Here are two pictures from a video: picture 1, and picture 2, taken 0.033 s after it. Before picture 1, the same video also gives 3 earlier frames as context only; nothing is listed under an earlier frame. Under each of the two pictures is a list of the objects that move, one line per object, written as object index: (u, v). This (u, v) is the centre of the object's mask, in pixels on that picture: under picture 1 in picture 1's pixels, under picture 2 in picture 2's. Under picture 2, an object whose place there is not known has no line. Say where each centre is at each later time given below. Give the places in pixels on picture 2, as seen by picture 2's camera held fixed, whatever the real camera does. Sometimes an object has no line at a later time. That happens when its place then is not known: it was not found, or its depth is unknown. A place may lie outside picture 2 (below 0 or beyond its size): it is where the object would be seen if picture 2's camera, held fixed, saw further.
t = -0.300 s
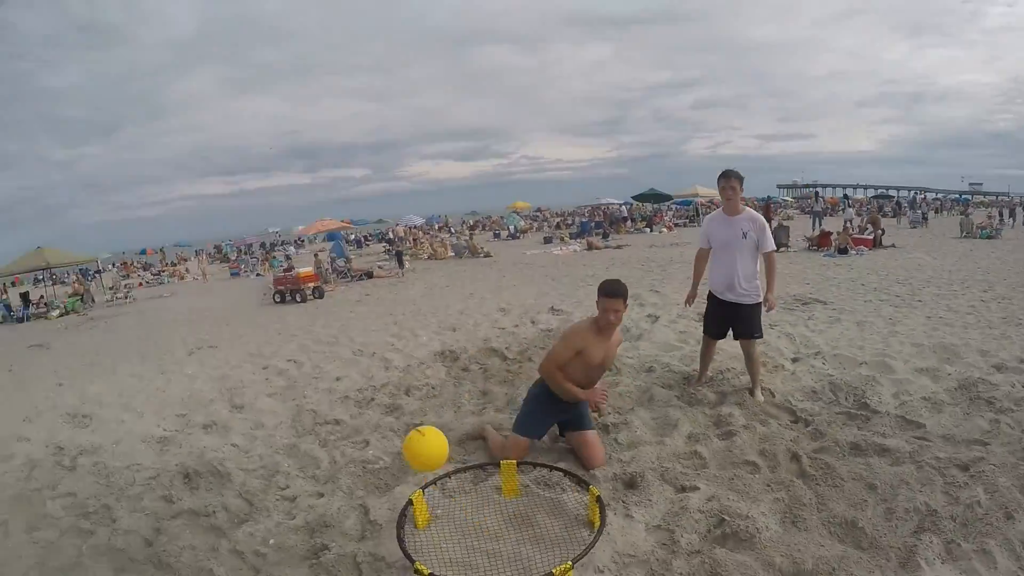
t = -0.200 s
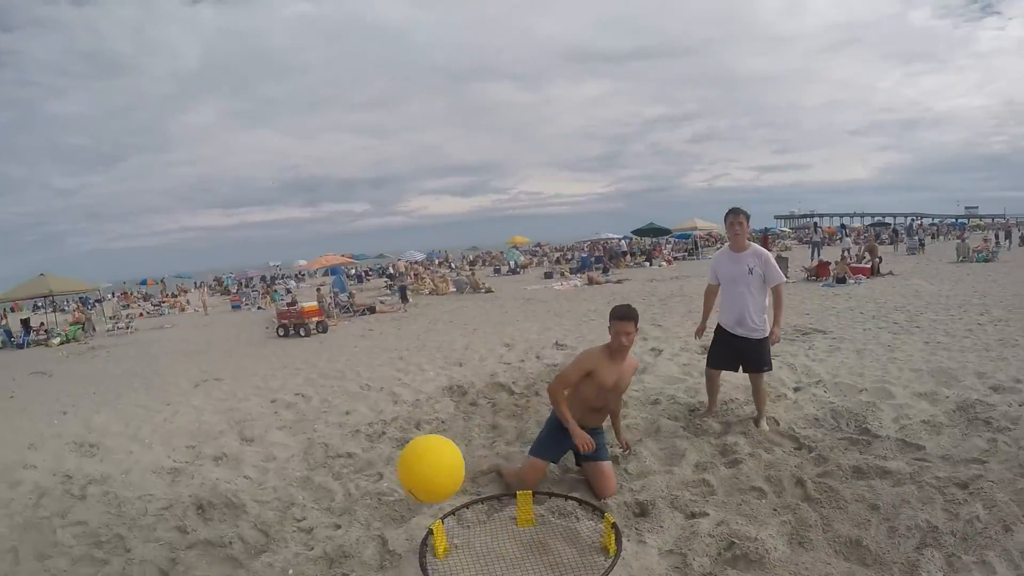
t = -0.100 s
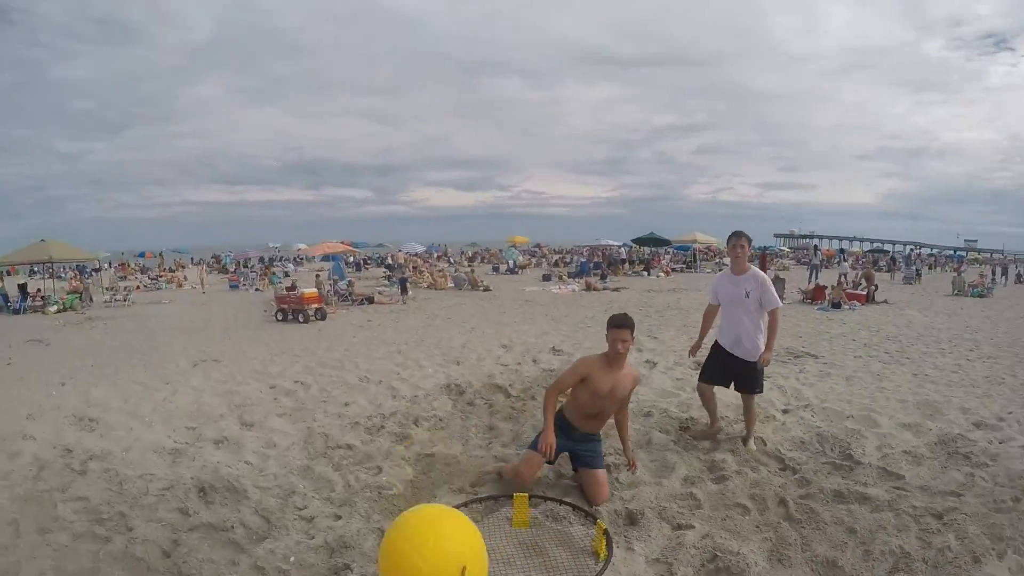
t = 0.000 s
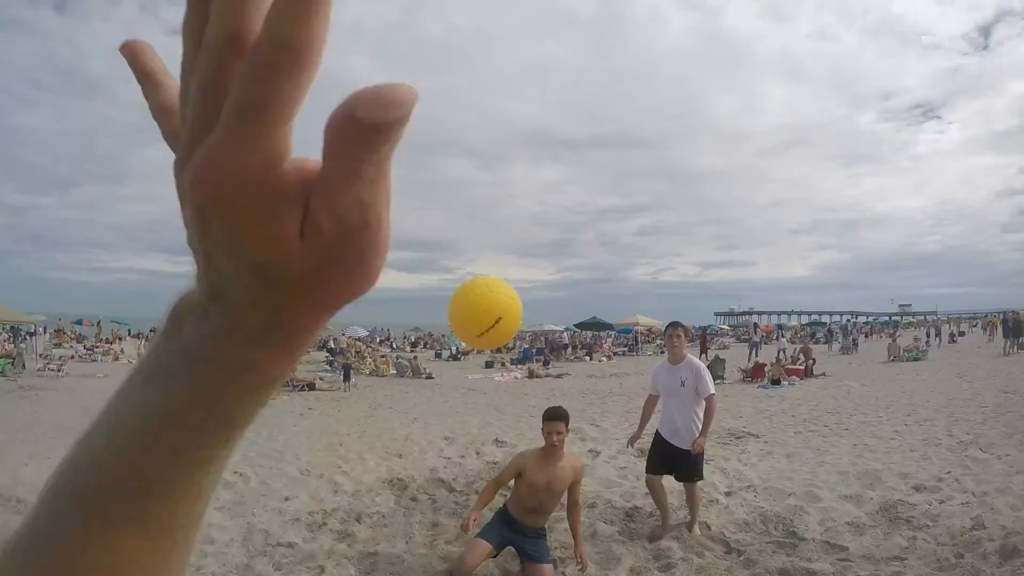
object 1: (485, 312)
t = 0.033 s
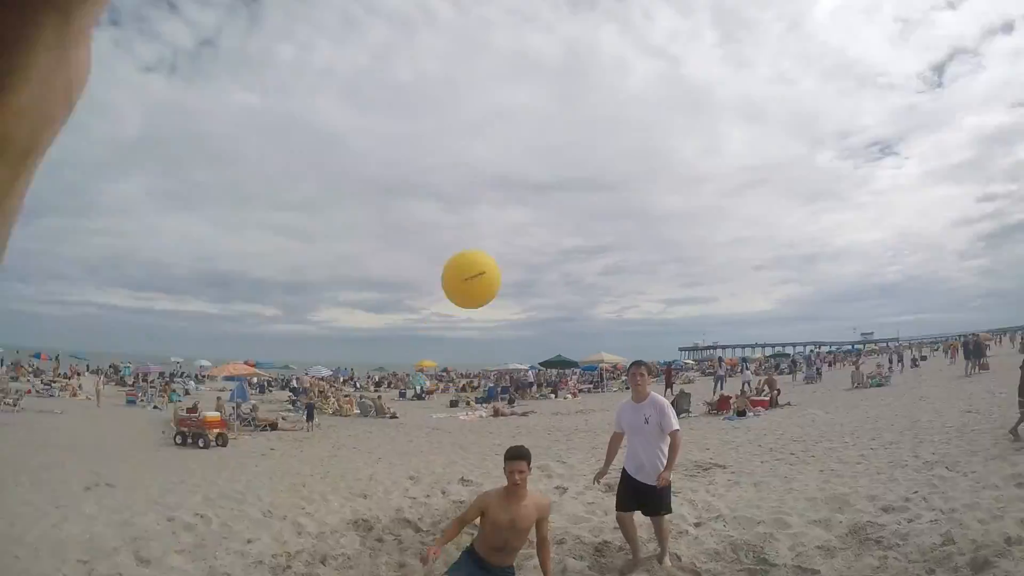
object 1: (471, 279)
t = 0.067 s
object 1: (476, 236)
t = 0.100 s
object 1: (490, 203)
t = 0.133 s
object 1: (502, 176)
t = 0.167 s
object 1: (510, 169)
